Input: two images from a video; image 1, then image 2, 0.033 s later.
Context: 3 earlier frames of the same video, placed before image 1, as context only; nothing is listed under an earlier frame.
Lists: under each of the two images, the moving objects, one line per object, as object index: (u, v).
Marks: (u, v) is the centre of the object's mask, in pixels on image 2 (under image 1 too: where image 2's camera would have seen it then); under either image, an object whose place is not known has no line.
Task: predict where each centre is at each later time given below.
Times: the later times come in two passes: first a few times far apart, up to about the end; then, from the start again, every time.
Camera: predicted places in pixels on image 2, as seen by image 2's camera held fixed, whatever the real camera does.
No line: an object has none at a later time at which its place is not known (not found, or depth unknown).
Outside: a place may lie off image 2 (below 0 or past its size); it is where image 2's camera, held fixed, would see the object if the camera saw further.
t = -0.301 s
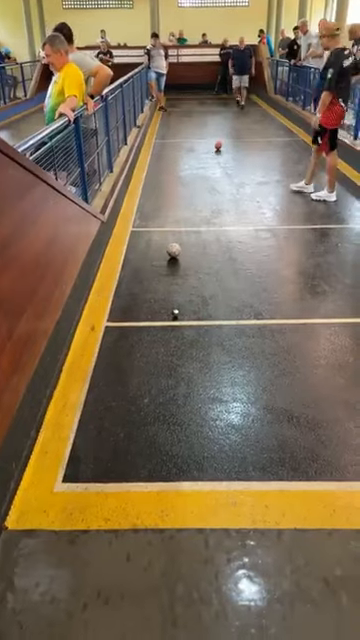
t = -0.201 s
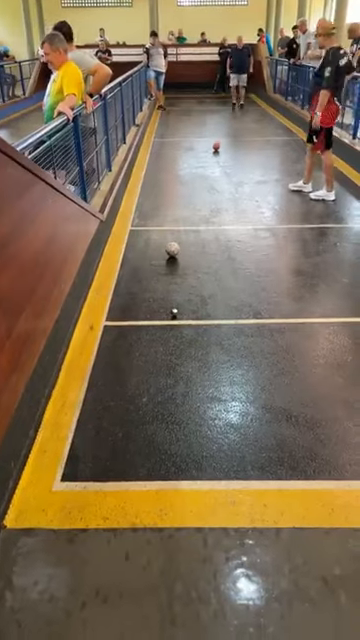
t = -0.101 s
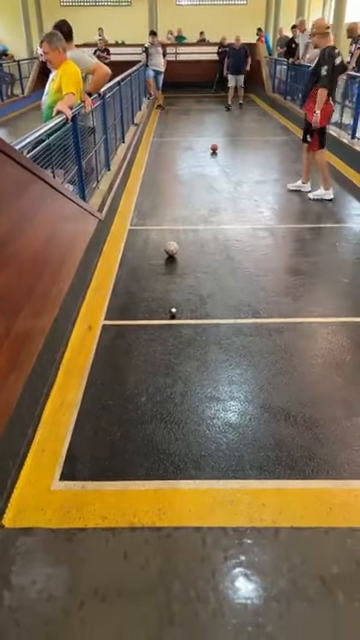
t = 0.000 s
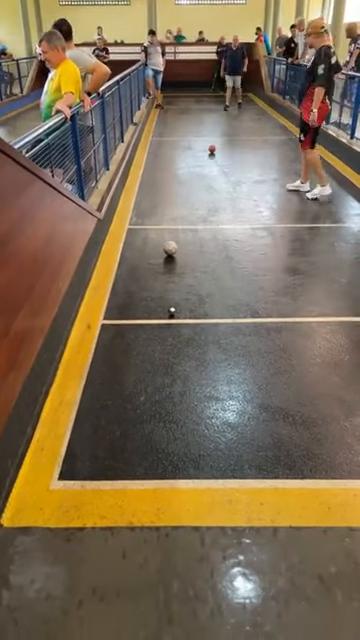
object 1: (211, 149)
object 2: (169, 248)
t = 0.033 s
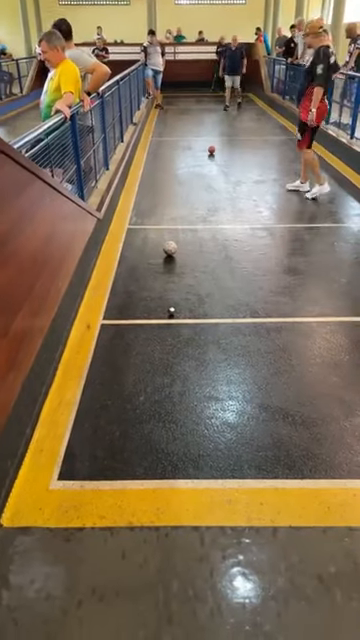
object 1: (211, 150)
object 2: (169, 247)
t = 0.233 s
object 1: (209, 153)
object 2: (169, 248)
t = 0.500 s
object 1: (207, 158)
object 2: (169, 248)
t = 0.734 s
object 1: (205, 161)
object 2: (169, 248)
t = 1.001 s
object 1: (202, 168)
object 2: (169, 247)
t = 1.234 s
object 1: (200, 173)
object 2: (169, 247)
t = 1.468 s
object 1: (198, 177)
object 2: (170, 247)
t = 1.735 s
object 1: (195, 184)
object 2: (169, 247)
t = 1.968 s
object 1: (193, 189)
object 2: (170, 247)
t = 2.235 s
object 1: (191, 196)
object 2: (170, 247)
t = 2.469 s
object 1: (189, 202)
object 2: (170, 247)
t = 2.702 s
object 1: (187, 208)
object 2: (170, 247)
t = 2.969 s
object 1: (184, 215)
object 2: (170, 247)
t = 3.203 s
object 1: (181, 220)
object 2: (170, 247)
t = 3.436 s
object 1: (178, 226)
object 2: (170, 247)
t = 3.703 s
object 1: (176, 233)
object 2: (170, 247)
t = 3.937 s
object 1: (175, 237)
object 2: (170, 247)
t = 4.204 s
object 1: (173, 242)
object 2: (167, 251)
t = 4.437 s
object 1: (172, 244)
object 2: (164, 255)
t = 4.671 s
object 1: (171, 246)
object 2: (161, 259)
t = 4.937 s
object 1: (173, 246)
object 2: (158, 264)
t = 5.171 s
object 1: (174, 246)
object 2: (154, 267)
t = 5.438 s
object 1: (175, 246)
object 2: (151, 271)
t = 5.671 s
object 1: (175, 246)
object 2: (149, 274)
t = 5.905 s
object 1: (174, 247)
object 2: (147, 277)
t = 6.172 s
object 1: (174, 248)
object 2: (143, 280)
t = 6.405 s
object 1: (175, 248)
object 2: (142, 283)
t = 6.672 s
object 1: (174, 248)
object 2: (141, 285)
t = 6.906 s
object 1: (174, 247)
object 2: (140, 286)
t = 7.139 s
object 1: (174, 247)
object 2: (140, 287)
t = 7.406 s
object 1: (174, 247)
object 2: (140, 286)
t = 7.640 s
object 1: (174, 247)
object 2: (140, 287)
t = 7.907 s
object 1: (174, 247)
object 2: (139, 286)
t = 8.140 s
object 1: (174, 247)
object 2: (140, 286)
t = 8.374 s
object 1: (174, 247)
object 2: (140, 286)
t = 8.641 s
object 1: (174, 247)
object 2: (140, 286)
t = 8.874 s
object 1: (174, 247)
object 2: (140, 286)
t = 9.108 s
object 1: (174, 247)
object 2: (140, 286)
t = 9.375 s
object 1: (174, 247)
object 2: (140, 286)
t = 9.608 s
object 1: (174, 247)
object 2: (140, 286)
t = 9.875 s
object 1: (174, 247)
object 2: (140, 286)
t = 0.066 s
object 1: (210, 151)
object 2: (169, 247)
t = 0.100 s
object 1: (210, 151)
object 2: (169, 248)
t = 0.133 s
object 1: (210, 152)
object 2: (169, 248)
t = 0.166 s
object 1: (210, 152)
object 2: (169, 248)
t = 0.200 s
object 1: (209, 153)
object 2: (169, 248)
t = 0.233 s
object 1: (209, 153)
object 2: (169, 248)
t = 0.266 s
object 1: (209, 154)
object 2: (169, 248)
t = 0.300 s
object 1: (208, 155)
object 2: (169, 248)
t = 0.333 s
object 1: (208, 155)
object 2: (169, 248)
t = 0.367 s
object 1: (208, 156)
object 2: (169, 248)
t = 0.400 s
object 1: (208, 156)
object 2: (169, 248)
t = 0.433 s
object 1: (207, 157)
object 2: (169, 248)
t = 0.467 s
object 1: (207, 157)
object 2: (169, 248)
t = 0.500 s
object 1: (207, 158)
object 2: (169, 248)
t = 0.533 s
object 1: (206, 158)
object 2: (169, 248)
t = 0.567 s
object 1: (206, 159)
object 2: (169, 248)
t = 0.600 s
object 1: (205, 159)
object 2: (169, 248)
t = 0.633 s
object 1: (205, 160)
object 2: (169, 248)
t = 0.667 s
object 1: (205, 159)
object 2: (169, 248)
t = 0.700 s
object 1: (205, 161)
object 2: (169, 248)
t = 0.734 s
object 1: (205, 161)
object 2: (169, 248)
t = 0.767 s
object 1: (204, 163)
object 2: (169, 248)
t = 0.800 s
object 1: (204, 164)
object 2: (169, 248)
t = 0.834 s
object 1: (203, 164)
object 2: (169, 248)
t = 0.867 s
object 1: (203, 165)
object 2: (169, 248)
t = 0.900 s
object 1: (203, 166)
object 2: (169, 247)
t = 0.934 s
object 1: (202, 167)
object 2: (169, 248)
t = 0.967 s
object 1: (202, 167)
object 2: (169, 247)
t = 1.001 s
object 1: (202, 168)
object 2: (169, 247)
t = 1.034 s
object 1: (201, 169)
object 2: (169, 247)
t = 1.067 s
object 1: (201, 169)
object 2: (169, 248)
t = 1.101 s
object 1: (201, 170)
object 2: (169, 247)
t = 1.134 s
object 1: (201, 170)
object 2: (169, 247)
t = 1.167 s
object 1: (200, 171)
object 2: (169, 247)
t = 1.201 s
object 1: (200, 172)
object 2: (169, 247)
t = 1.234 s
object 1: (200, 173)
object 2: (169, 247)
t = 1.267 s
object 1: (199, 174)
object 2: (169, 247)
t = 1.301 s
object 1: (199, 174)
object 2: (169, 247)
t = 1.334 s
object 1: (199, 175)
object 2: (169, 247)
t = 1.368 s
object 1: (198, 176)
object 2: (170, 247)
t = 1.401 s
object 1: (198, 176)
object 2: (169, 247)
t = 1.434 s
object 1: (198, 176)
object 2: (169, 247)
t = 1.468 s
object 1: (198, 177)
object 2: (170, 247)
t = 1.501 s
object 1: (197, 177)
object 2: (169, 247)
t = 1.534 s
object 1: (197, 179)
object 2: (169, 247)
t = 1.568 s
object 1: (197, 180)
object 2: (169, 247)
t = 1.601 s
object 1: (196, 180)
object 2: (169, 247)
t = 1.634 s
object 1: (196, 181)
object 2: (169, 247)
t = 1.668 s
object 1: (196, 182)
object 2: (169, 247)
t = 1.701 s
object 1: (196, 183)
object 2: (170, 247)
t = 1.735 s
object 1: (195, 184)
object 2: (169, 247)
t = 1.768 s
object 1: (195, 185)
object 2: (169, 247)
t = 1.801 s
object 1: (195, 186)
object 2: (170, 247)
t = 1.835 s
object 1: (194, 186)
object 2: (170, 247)
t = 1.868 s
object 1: (194, 187)
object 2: (170, 247)
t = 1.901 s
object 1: (194, 187)
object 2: (170, 247)
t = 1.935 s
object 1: (193, 188)
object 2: (170, 247)
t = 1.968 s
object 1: (193, 189)
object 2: (170, 247)
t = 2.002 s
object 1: (193, 190)
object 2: (170, 247)
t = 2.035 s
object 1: (193, 191)
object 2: (170, 247)
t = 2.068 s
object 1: (193, 192)
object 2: (170, 247)
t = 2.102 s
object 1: (192, 192)
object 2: (170, 247)
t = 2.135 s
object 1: (192, 193)
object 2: (170, 247)
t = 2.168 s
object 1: (192, 195)
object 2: (170, 247)
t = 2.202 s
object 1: (192, 195)
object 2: (170, 247)
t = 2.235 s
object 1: (191, 196)
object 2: (170, 247)
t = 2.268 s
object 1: (191, 197)
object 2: (170, 247)
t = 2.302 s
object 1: (191, 197)
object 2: (170, 247)
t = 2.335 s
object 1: (190, 199)
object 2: (170, 247)
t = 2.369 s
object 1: (190, 200)
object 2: (170, 247)
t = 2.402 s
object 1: (190, 200)
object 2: (170, 247)
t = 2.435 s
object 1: (189, 201)
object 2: (170, 247)
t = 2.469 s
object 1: (189, 202)
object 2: (170, 247)
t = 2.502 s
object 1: (189, 202)
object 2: (170, 247)
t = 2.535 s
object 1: (188, 204)
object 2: (170, 247)
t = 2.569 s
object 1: (188, 205)
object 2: (170, 247)
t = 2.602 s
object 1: (188, 205)
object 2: (170, 247)
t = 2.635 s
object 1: (187, 206)
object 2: (170, 247)
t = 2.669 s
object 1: (187, 207)
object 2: (170, 247)
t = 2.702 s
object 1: (187, 208)
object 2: (170, 247)
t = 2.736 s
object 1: (186, 209)
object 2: (170, 247)
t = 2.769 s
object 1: (186, 210)
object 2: (170, 247)
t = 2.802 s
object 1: (186, 210)
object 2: (170, 247)
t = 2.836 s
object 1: (185, 211)
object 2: (170, 247)
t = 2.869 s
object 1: (185, 212)
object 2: (170, 247)
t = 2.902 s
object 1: (185, 212)
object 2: (170, 247)
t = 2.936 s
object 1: (184, 213)
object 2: (170, 247)
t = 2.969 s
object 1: (184, 215)
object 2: (170, 247)
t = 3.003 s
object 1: (184, 216)
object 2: (170, 247)
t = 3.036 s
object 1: (183, 216)
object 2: (170, 247)
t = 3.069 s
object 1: (182, 218)
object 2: (170, 247)
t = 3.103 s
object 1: (182, 218)
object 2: (170, 247)
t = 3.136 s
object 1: (182, 219)
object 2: (170, 247)
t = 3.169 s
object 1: (182, 220)
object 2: (170, 247)
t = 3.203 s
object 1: (181, 220)
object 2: (170, 247)
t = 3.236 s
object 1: (181, 221)
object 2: (170, 247)
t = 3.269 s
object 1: (180, 222)
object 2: (170, 247)
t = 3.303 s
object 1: (180, 222)
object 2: (170, 247)
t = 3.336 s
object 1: (180, 223)
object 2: (170, 247)
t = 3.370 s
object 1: (179, 224)
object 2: (170, 247)
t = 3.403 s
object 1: (178, 225)
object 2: (170, 247)
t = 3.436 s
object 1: (178, 226)
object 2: (170, 247)
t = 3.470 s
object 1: (178, 227)
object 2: (170, 247)
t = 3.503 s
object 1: (178, 228)
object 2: (170, 247)
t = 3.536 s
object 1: (177, 228)
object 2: (170, 247)
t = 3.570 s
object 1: (176, 230)
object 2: (170, 247)
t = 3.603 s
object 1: (176, 230)
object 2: (170, 247)
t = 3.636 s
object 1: (176, 232)
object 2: (170, 247)
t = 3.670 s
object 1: (176, 233)
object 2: (170, 247)
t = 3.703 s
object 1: (176, 233)
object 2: (170, 247)
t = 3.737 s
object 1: (175, 233)
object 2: (170, 246)
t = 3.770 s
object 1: (175, 234)
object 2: (170, 247)
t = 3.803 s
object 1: (175, 234)
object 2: (170, 246)
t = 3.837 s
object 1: (175, 236)
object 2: (170, 247)
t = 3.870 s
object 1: (175, 236)
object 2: (170, 247)
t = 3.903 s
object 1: (175, 237)
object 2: (170, 247)
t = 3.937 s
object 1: (175, 237)
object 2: (170, 247)
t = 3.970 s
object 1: (174, 238)
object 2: (170, 247)
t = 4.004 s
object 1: (174, 239)
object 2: (170, 247)
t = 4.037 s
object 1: (174, 239)
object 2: (169, 248)
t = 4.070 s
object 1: (174, 240)
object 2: (169, 249)
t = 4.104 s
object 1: (174, 240)
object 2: (168, 250)
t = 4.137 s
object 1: (174, 241)
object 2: (168, 250)
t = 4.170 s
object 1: (174, 242)
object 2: (167, 251)
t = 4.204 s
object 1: (173, 242)
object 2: (167, 251)
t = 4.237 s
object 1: (173, 242)
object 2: (166, 252)
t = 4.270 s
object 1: (173, 242)
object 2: (166, 252)
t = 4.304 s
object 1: (173, 243)
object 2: (166, 253)
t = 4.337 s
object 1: (172, 243)
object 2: (166, 253)
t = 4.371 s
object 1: (173, 243)
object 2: (165, 254)
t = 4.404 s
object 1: (172, 244)
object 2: (165, 255)
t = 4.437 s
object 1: (172, 244)
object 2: (164, 255)
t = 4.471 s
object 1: (172, 244)
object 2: (164, 256)
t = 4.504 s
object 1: (172, 245)
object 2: (163, 256)
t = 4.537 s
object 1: (172, 245)
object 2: (163, 256)
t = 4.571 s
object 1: (171, 245)
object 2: (163, 257)
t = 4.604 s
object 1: (171, 245)
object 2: (162, 258)
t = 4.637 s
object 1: (172, 246)
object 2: (162, 258)
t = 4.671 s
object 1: (171, 246)
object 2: (161, 259)
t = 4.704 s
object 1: (171, 246)
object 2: (161, 260)
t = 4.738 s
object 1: (172, 246)
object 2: (161, 260)
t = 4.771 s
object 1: (172, 246)
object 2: (160, 260)
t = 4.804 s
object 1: (171, 247)
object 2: (160, 261)
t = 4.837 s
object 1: (173, 245)
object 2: (159, 262)
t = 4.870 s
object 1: (173, 246)
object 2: (159, 263)
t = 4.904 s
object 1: (173, 246)
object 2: (158, 263)
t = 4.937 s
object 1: (173, 246)
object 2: (158, 264)
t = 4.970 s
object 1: (173, 246)
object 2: (158, 264)
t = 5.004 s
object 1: (173, 246)
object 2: (157, 265)
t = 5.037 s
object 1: (173, 246)
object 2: (157, 265)
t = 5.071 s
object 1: (173, 246)
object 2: (156, 266)
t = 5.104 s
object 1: (174, 246)
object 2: (156, 266)
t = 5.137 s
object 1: (174, 246)
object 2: (155, 267)
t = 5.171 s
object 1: (174, 246)
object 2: (154, 267)
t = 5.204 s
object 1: (174, 246)
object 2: (154, 267)
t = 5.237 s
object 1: (174, 246)
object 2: (154, 268)
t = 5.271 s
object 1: (174, 246)
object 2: (153, 268)
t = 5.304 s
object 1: (174, 246)
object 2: (153, 269)
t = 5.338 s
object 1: (175, 246)
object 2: (152, 270)
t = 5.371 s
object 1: (175, 246)
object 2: (152, 270)
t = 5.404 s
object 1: (174, 246)
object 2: (152, 271)
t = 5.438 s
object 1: (175, 246)
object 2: (151, 271)
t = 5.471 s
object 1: (175, 246)
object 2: (151, 272)
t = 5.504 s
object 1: (175, 246)
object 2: (151, 272)
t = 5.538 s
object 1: (174, 246)
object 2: (150, 272)
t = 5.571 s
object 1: (175, 246)
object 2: (150, 273)
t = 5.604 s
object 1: (175, 246)
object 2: (150, 273)
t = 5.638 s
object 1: (175, 246)
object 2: (149, 274)
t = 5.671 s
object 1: (175, 246)
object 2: (149, 274)
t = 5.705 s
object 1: (175, 246)
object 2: (148, 274)
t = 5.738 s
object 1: (175, 246)
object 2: (148, 275)
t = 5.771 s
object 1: (175, 247)
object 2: (148, 275)
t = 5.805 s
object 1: (174, 247)
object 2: (147, 276)
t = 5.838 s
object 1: (175, 247)
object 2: (147, 276)
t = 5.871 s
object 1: (174, 247)
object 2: (147, 277)
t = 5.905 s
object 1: (174, 247)
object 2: (147, 277)
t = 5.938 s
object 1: (174, 247)
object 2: (146, 275)
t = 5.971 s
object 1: (174, 247)
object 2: (146, 276)
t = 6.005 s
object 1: (173, 247)
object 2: (144, 276)
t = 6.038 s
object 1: (174, 247)
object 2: (144, 279)
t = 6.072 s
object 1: (174, 247)
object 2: (144, 279)
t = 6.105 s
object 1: (174, 248)
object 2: (144, 280)
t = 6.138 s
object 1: (175, 248)
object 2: (144, 280)
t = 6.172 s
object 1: (174, 248)
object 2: (143, 280)
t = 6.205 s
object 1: (174, 248)
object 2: (143, 280)
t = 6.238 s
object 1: (175, 248)
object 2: (143, 281)
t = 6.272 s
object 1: (175, 248)
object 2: (143, 281)
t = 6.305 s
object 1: (175, 248)
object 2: (143, 282)
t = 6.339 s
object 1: (175, 248)
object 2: (143, 282)
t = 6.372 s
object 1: (174, 248)
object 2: (142, 283)
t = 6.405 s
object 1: (175, 248)
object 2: (142, 283)
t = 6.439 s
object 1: (174, 248)
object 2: (142, 283)
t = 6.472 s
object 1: (174, 248)
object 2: (142, 284)
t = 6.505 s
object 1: (175, 248)
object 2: (142, 284)
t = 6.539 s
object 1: (175, 248)
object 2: (142, 284)
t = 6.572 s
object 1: (174, 248)
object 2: (142, 285)
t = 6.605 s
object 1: (174, 248)
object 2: (141, 284)
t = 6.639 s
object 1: (174, 247)
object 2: (141, 285)
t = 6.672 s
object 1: (174, 248)
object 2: (141, 285)
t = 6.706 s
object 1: (174, 247)
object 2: (141, 285)
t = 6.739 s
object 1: (174, 247)
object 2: (141, 285)
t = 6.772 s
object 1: (174, 247)
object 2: (141, 285)
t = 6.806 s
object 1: (174, 247)
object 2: (141, 285)
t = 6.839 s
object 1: (174, 247)
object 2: (141, 286)
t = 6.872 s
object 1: (174, 247)
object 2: (140, 286)
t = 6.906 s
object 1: (174, 247)
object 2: (140, 286)
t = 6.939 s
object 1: (174, 247)
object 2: (140, 286)
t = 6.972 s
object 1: (174, 247)
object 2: (140, 286)
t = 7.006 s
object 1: (174, 247)
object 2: (140, 286)
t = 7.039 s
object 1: (174, 247)
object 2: (140, 286)
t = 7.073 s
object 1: (174, 247)
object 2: (140, 287)
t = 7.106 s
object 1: (174, 247)
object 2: (140, 287)
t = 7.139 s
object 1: (174, 247)
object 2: (140, 287)
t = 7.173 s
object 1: (174, 247)
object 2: (139, 287)
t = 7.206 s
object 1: (174, 247)
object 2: (140, 287)
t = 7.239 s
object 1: (174, 247)
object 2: (140, 287)
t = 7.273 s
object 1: (174, 247)
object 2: (140, 287)
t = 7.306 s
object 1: (174, 247)
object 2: (140, 287)
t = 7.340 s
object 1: (174, 247)
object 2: (140, 286)
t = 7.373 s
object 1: (174, 247)
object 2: (140, 287)
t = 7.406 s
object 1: (174, 247)
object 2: (140, 286)
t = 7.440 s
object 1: (174, 247)
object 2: (140, 286)
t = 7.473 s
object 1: (174, 247)
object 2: (140, 286)
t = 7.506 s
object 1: (174, 247)
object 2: (140, 287)
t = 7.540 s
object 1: (174, 247)
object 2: (140, 287)
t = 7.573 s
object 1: (174, 247)
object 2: (140, 286)
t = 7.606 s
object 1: (174, 247)
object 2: (140, 286)
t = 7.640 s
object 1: (174, 247)
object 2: (140, 287)
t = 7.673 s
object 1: (175, 247)
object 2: (140, 286)
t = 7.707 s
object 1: (174, 247)
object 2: (140, 286)
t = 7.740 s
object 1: (174, 247)
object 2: (140, 287)
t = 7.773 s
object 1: (174, 247)
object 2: (140, 286)
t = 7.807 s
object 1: (174, 247)
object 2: (140, 286)
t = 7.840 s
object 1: (174, 247)
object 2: (140, 286)
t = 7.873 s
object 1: (174, 247)
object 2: (140, 287)
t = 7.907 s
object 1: (174, 247)
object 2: (139, 286)
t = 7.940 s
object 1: (174, 247)
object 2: (140, 287)
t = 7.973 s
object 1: (174, 247)
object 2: (139, 286)
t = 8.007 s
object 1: (174, 247)
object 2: (140, 286)
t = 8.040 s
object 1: (174, 247)
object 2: (140, 286)
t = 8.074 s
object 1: (174, 247)
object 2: (140, 286)
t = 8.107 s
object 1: (174, 247)
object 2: (140, 286)
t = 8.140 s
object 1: (174, 247)
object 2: (140, 286)
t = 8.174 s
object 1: (174, 247)
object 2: (140, 286)
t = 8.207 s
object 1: (174, 247)
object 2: (140, 286)
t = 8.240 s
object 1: (174, 247)
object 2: (140, 286)
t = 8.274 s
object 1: (174, 247)
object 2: (140, 286)
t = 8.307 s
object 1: (174, 247)
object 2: (140, 286)
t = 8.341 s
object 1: (174, 247)
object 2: (140, 286)
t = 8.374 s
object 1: (174, 247)
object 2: (140, 286)
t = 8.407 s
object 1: (174, 247)
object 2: (140, 286)
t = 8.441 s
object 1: (174, 247)
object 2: (139, 286)
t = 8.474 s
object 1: (174, 247)
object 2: (140, 286)
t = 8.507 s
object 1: (174, 247)
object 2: (140, 286)
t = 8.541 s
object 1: (174, 247)
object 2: (140, 286)
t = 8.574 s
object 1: (174, 247)
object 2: (140, 286)
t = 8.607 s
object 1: (174, 247)
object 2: (140, 286)
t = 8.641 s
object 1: (174, 247)
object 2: (140, 286)
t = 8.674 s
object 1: (174, 247)
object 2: (140, 286)
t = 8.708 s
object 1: (174, 247)
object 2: (140, 286)
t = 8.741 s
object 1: (174, 247)
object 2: (140, 286)
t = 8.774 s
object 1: (174, 247)
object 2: (140, 286)
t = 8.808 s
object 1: (174, 247)
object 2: (140, 286)
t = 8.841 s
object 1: (174, 247)
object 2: (140, 286)
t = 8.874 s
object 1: (174, 247)
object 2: (140, 286)
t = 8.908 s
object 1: (174, 247)
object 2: (140, 286)
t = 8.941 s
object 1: (174, 247)
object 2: (140, 286)
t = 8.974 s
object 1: (174, 247)
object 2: (140, 286)
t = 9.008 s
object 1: (174, 247)
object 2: (140, 286)
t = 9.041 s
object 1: (174, 247)
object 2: (140, 286)
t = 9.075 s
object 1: (174, 247)
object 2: (140, 286)
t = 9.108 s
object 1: (174, 247)
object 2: (140, 286)
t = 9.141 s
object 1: (174, 247)
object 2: (140, 286)
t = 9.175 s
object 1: (174, 247)
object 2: (140, 286)
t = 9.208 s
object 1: (174, 247)
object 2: (140, 286)
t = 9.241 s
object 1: (174, 247)
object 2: (140, 286)
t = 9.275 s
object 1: (174, 247)
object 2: (140, 286)
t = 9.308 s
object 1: (174, 247)
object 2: (140, 286)
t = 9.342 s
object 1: (174, 247)
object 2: (140, 286)
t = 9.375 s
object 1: (174, 247)
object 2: (140, 286)
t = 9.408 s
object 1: (174, 247)
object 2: (140, 286)
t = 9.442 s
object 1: (174, 247)
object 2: (140, 286)
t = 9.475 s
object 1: (174, 247)
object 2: (140, 286)
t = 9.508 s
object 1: (174, 247)
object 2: (140, 286)
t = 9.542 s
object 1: (174, 247)
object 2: (140, 286)
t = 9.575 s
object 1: (174, 247)
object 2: (140, 286)
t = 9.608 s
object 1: (174, 247)
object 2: (140, 286)
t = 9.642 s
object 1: (174, 247)
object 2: (140, 286)
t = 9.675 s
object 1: (174, 247)
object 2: (140, 286)
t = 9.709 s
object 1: (174, 247)
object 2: (140, 286)
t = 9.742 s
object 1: (174, 247)
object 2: (140, 286)
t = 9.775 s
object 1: (174, 247)
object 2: (140, 286)
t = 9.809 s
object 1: (174, 247)
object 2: (140, 286)
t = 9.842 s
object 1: (174, 247)
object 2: (140, 286)
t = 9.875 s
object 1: (174, 247)
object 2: (140, 286)
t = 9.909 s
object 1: (174, 247)
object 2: (140, 286)
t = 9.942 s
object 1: (174, 247)
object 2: (140, 286)
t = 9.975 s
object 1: (174, 247)
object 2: (140, 286)
